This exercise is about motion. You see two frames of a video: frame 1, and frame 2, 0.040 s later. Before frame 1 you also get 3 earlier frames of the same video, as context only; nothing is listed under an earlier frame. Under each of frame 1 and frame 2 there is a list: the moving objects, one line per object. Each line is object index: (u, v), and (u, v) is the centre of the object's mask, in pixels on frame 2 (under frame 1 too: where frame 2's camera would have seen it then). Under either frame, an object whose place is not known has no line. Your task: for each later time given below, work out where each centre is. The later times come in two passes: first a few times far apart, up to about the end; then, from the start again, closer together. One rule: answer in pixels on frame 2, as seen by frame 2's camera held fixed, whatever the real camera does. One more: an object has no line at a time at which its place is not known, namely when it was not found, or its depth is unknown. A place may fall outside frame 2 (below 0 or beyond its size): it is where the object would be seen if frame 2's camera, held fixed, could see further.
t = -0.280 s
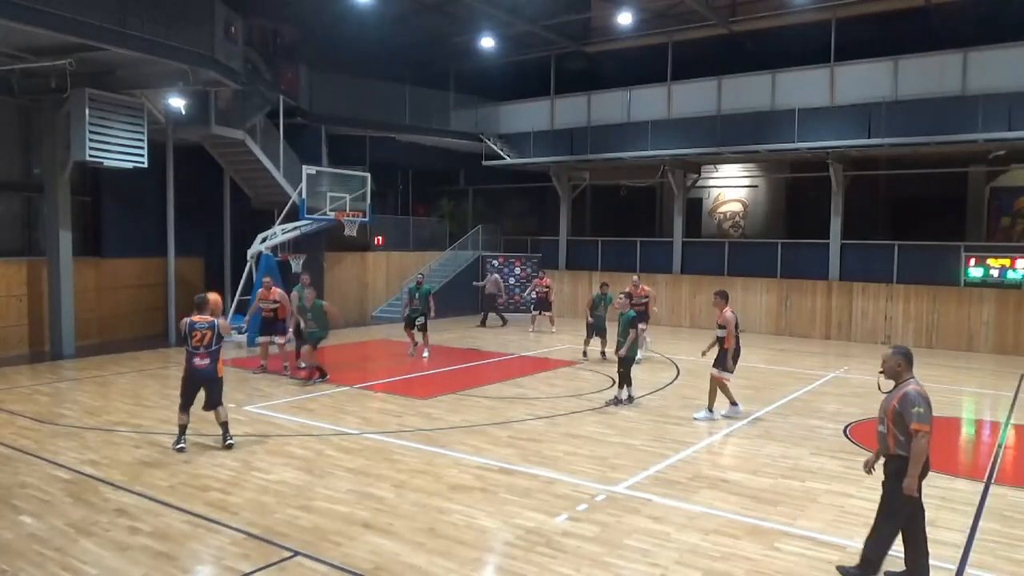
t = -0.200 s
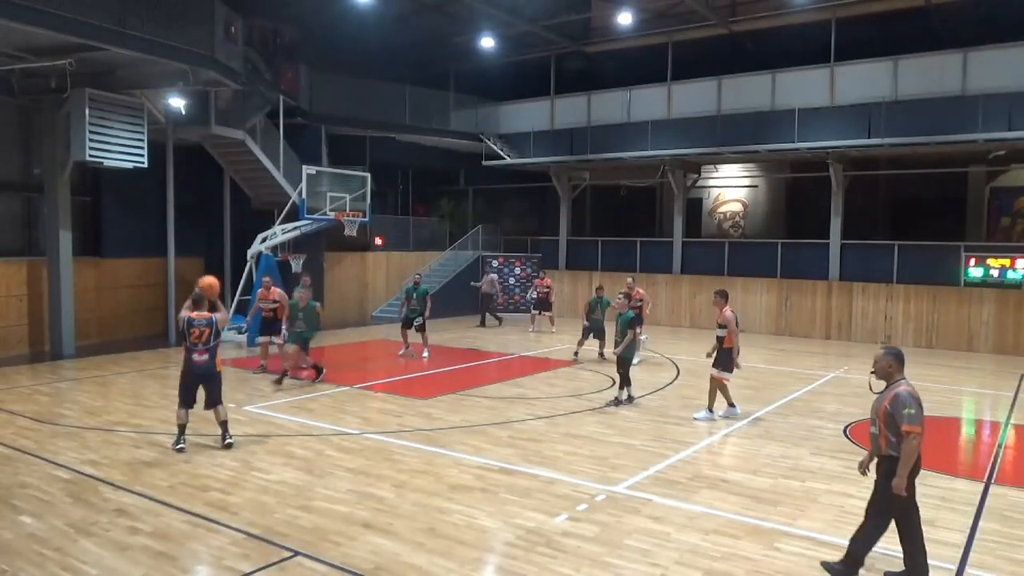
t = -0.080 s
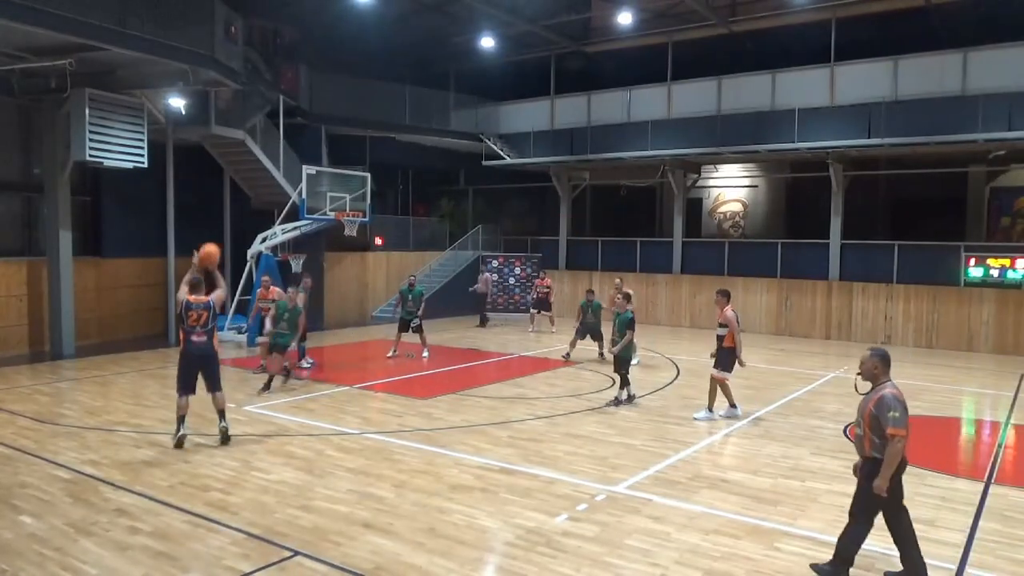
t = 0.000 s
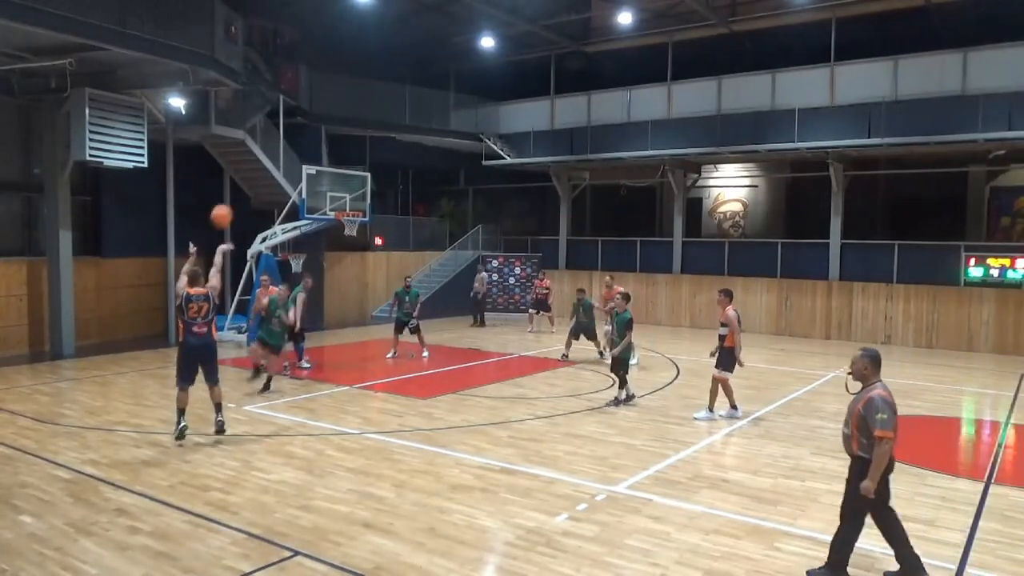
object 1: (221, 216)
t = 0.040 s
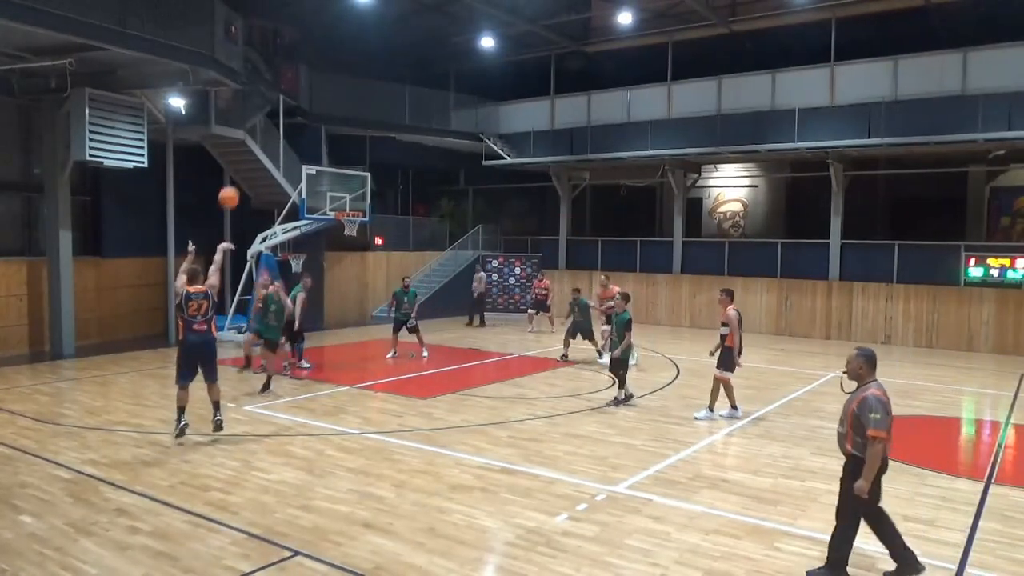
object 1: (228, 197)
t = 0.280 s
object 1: (268, 123)
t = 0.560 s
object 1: (303, 100)
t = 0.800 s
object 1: (326, 116)
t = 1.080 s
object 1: (348, 165)
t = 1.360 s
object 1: (363, 195)
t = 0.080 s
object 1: (236, 181)
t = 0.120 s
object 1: (242, 166)
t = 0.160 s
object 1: (249, 153)
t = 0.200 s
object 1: (255, 141)
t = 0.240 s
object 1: (262, 132)
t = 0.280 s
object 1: (268, 123)
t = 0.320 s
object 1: (273, 117)
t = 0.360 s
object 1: (278, 111)
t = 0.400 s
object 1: (284, 106)
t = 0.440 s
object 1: (289, 103)
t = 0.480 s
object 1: (294, 101)
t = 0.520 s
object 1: (299, 100)
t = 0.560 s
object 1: (303, 100)
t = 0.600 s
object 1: (307, 100)
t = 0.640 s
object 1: (311, 102)
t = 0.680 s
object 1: (315, 104)
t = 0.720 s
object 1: (319, 107)
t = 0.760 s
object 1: (323, 111)
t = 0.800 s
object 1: (326, 116)
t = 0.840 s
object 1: (330, 121)
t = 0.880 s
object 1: (333, 127)
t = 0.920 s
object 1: (336, 133)
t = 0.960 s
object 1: (339, 141)
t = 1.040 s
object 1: (345, 157)
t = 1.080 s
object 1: (348, 165)
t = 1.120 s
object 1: (352, 176)
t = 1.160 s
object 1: (354, 185)
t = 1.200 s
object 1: (358, 196)
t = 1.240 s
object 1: (360, 206)
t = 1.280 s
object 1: (362, 204)
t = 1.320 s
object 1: (362, 199)
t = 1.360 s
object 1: (363, 195)
